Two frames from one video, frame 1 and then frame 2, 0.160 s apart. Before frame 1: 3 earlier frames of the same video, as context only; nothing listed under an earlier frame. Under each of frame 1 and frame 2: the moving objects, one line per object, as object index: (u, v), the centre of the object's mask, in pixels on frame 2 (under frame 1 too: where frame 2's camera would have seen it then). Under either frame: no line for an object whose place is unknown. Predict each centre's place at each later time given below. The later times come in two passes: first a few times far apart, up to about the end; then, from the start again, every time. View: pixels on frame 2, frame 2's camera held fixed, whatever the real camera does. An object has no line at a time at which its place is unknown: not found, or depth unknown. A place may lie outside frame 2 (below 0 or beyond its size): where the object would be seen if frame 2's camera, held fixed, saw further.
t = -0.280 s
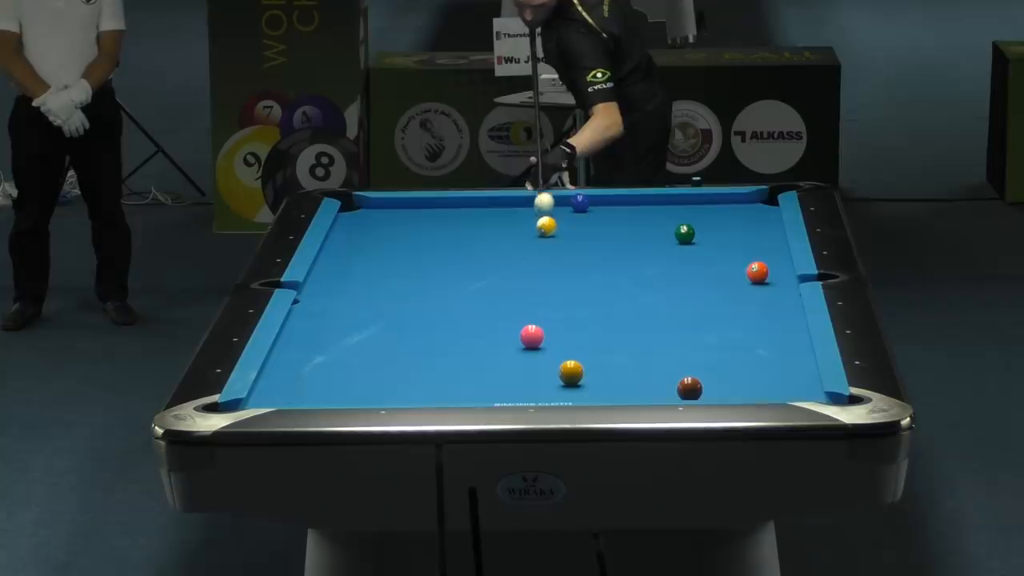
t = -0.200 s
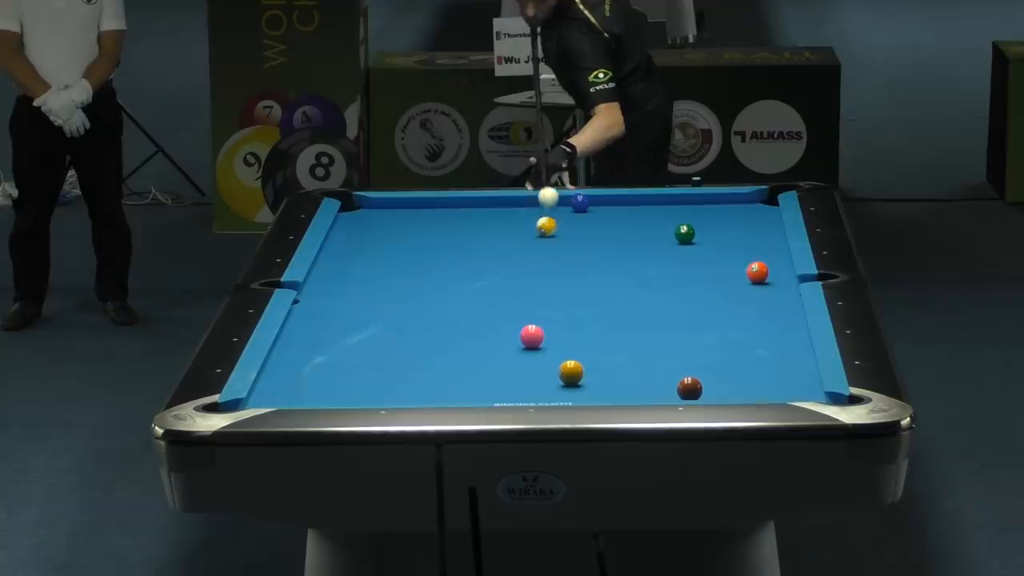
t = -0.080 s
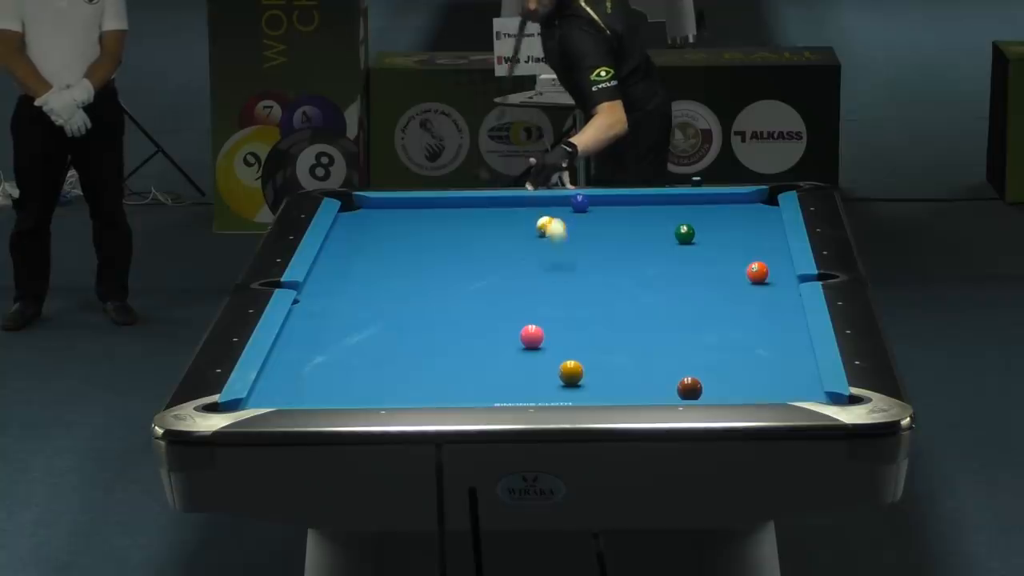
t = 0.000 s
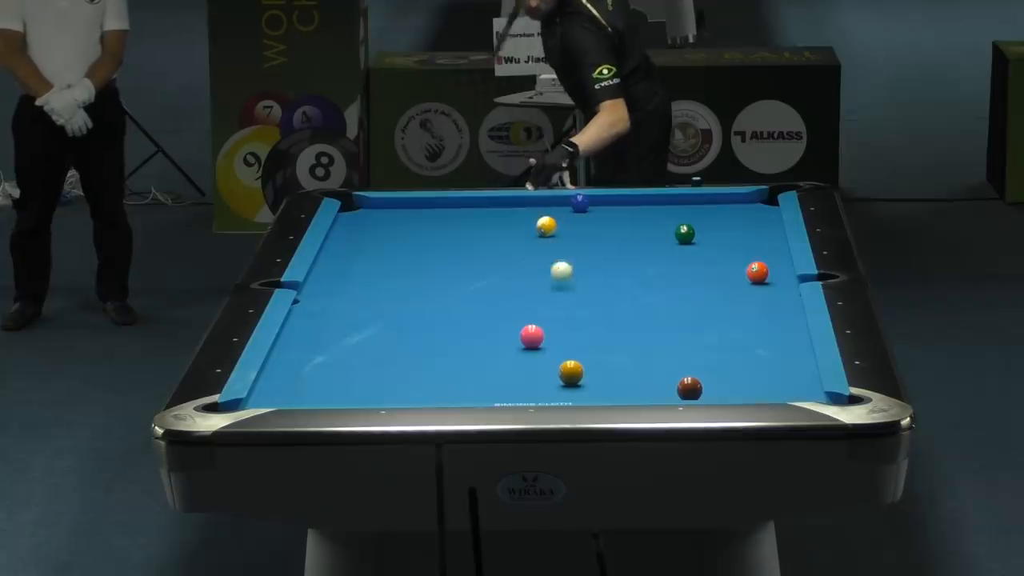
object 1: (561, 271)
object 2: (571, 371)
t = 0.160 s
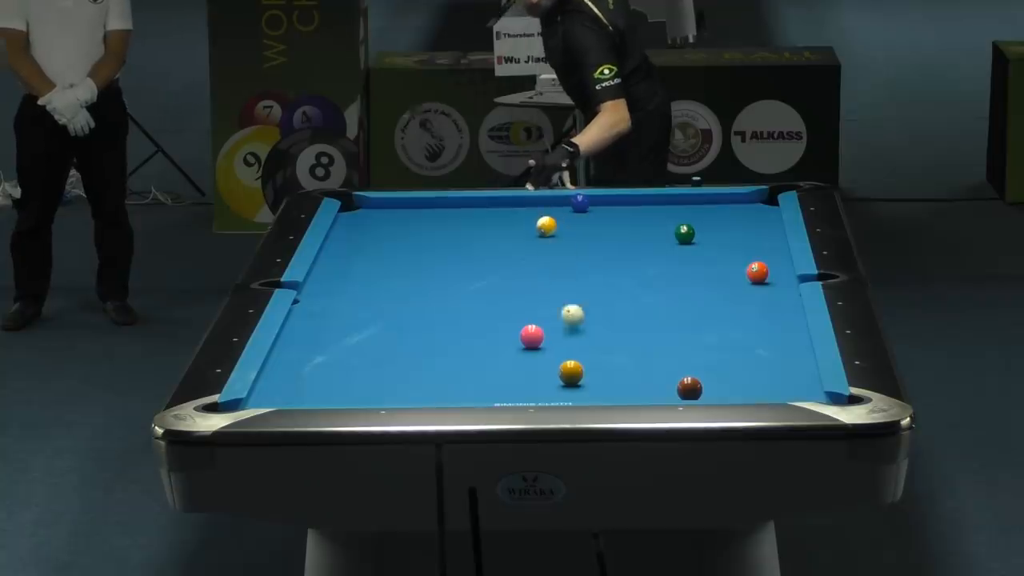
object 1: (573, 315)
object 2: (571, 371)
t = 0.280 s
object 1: (581, 350)
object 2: (571, 371)
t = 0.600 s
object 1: (709, 383)
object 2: (484, 388)
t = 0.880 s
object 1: (815, 393)
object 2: (453, 363)
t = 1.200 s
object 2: (421, 336)
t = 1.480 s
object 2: (395, 315)
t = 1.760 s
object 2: (372, 296)
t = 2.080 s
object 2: (347, 275)
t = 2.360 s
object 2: (327, 258)
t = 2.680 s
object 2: (346, 244)
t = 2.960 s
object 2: (364, 232)
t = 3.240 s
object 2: (380, 221)
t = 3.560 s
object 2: (398, 209)
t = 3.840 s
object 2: (412, 202)
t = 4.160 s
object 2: (426, 207)
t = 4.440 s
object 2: (438, 212)
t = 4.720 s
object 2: (449, 216)
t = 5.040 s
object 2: (461, 221)
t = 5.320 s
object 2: (470, 224)
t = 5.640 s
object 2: (480, 228)
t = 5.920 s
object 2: (488, 230)
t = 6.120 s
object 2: (492, 232)
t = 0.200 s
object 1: (575, 325)
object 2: (571, 371)
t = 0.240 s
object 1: (578, 340)
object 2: (571, 371)
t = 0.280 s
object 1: (581, 350)
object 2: (571, 371)
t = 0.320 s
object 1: (585, 361)
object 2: (571, 371)
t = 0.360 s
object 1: (598, 369)
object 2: (557, 376)
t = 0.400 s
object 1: (619, 372)
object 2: (539, 384)
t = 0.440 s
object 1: (638, 375)
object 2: (521, 390)
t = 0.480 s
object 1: (657, 378)
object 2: (503, 396)
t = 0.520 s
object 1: (673, 379)
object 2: (494, 395)
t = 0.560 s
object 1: (691, 374)
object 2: (489, 391)
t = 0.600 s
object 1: (709, 383)
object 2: (484, 388)
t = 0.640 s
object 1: (723, 386)
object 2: (480, 385)
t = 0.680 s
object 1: (737, 387)
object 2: (475, 382)
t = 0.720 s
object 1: (753, 388)
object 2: (470, 378)
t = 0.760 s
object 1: (768, 389)
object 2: (466, 374)
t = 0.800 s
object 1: (784, 390)
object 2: (462, 370)
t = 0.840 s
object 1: (800, 391)
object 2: (457, 367)
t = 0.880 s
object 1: (815, 393)
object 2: (453, 363)
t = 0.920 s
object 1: (827, 396)
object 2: (449, 360)
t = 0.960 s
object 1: (835, 399)
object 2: (444, 356)
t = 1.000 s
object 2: (440, 352)
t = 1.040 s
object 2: (436, 349)
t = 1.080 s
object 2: (432, 346)
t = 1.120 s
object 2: (428, 343)
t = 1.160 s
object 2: (424, 339)
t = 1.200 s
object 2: (421, 336)
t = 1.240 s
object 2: (417, 333)
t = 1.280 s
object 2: (413, 330)
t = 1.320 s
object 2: (409, 327)
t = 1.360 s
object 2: (406, 324)
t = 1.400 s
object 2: (402, 321)
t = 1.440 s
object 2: (399, 318)
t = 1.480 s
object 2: (395, 315)
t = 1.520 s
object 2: (392, 312)
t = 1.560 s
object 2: (389, 309)
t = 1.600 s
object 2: (385, 306)
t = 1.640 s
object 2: (382, 303)
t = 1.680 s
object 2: (378, 301)
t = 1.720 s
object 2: (375, 298)
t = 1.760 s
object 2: (372, 296)
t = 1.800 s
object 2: (369, 293)
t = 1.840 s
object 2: (365, 290)
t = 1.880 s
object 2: (362, 287)
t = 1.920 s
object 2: (359, 285)
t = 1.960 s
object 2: (356, 282)
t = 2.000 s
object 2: (353, 280)
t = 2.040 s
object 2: (350, 277)
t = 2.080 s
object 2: (347, 275)
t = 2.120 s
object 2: (344, 273)
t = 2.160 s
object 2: (341, 270)
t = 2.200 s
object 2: (338, 268)
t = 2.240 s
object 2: (335, 265)
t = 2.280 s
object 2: (332, 263)
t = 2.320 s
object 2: (330, 261)
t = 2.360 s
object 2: (327, 258)
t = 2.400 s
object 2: (326, 256)
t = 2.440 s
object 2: (329, 254)
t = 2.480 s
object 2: (333, 253)
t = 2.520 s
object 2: (335, 251)
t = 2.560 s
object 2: (338, 249)
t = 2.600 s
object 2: (341, 247)
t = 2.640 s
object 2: (343, 246)
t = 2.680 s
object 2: (346, 244)
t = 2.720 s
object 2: (348, 242)
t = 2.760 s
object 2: (351, 240)
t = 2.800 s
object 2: (354, 239)
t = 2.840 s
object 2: (356, 237)
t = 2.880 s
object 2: (359, 235)
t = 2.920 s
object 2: (361, 234)
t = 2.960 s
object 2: (364, 232)
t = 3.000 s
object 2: (366, 230)
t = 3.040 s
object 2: (368, 229)
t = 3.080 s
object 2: (371, 227)
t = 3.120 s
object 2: (373, 226)
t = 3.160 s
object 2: (376, 224)
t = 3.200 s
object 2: (378, 223)
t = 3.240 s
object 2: (380, 221)
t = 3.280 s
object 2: (383, 219)
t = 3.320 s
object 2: (385, 218)
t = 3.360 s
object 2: (387, 217)
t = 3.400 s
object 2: (390, 215)
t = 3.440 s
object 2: (392, 214)
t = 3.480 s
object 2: (394, 212)
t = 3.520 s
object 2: (396, 211)
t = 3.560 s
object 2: (398, 209)
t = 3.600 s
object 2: (400, 208)
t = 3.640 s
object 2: (402, 207)
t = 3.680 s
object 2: (405, 205)
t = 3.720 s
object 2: (407, 204)
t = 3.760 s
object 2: (409, 203)
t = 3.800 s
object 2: (411, 201)
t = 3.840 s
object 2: (412, 202)
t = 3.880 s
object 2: (414, 202)
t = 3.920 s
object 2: (416, 203)
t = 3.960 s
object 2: (418, 204)
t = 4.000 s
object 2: (420, 204)
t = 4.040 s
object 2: (421, 205)
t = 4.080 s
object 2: (423, 206)
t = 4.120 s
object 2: (425, 207)
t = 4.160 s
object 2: (426, 207)
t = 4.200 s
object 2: (428, 208)
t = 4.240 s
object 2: (430, 208)
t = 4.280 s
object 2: (431, 209)
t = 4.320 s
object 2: (433, 210)
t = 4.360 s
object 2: (435, 210)
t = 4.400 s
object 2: (436, 211)
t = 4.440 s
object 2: (438, 212)
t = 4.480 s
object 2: (440, 212)
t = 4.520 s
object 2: (441, 213)
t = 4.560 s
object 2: (443, 214)
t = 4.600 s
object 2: (444, 214)
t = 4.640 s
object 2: (446, 215)
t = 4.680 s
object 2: (447, 215)
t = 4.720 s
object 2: (449, 216)
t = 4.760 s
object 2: (451, 217)
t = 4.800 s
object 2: (452, 217)
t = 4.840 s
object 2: (454, 218)
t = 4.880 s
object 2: (455, 218)
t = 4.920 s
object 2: (456, 219)
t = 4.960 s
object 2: (458, 219)
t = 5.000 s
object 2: (459, 220)
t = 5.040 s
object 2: (461, 221)
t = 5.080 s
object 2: (462, 221)
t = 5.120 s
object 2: (464, 221)
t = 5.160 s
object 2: (465, 222)
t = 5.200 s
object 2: (466, 223)
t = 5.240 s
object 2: (468, 223)
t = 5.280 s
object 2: (469, 224)
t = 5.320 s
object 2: (470, 224)
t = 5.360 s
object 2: (471, 224)
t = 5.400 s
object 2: (473, 225)
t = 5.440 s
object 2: (474, 225)
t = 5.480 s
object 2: (475, 226)
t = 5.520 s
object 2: (476, 226)
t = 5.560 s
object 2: (477, 227)
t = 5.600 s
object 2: (479, 227)
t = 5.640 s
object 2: (480, 228)
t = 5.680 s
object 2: (481, 228)
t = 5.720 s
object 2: (482, 229)
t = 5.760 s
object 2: (483, 229)
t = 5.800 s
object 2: (484, 229)
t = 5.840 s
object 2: (485, 229)
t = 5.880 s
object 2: (487, 230)
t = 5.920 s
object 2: (488, 230)
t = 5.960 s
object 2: (489, 231)
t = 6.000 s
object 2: (490, 231)
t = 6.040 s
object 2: (491, 232)
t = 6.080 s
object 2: (492, 232)
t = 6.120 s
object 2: (492, 232)
